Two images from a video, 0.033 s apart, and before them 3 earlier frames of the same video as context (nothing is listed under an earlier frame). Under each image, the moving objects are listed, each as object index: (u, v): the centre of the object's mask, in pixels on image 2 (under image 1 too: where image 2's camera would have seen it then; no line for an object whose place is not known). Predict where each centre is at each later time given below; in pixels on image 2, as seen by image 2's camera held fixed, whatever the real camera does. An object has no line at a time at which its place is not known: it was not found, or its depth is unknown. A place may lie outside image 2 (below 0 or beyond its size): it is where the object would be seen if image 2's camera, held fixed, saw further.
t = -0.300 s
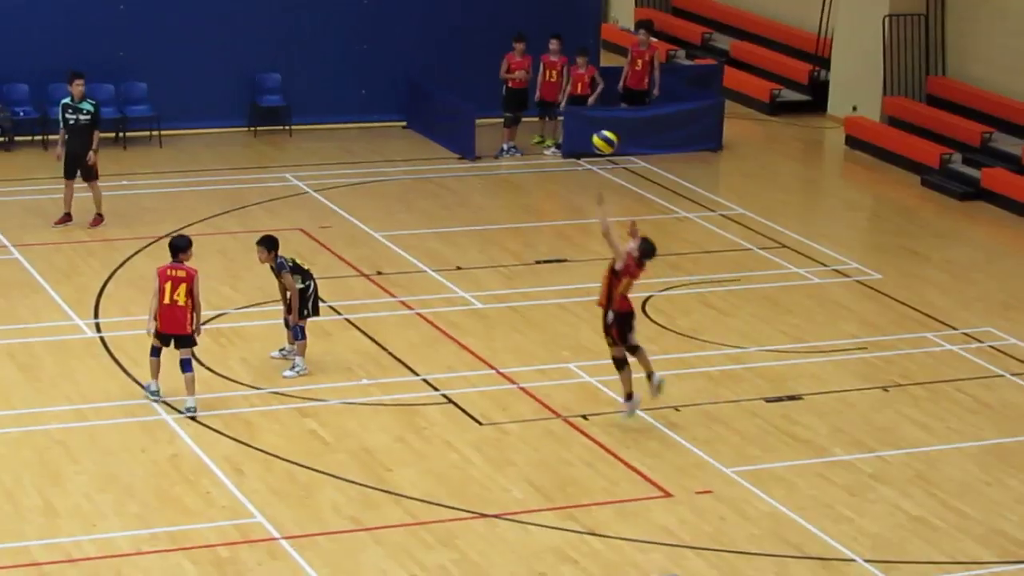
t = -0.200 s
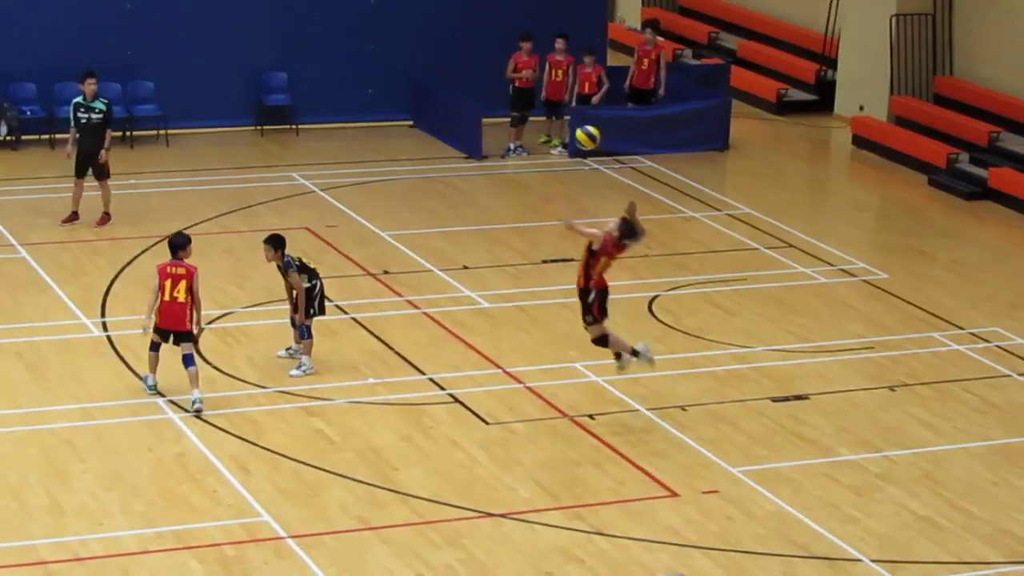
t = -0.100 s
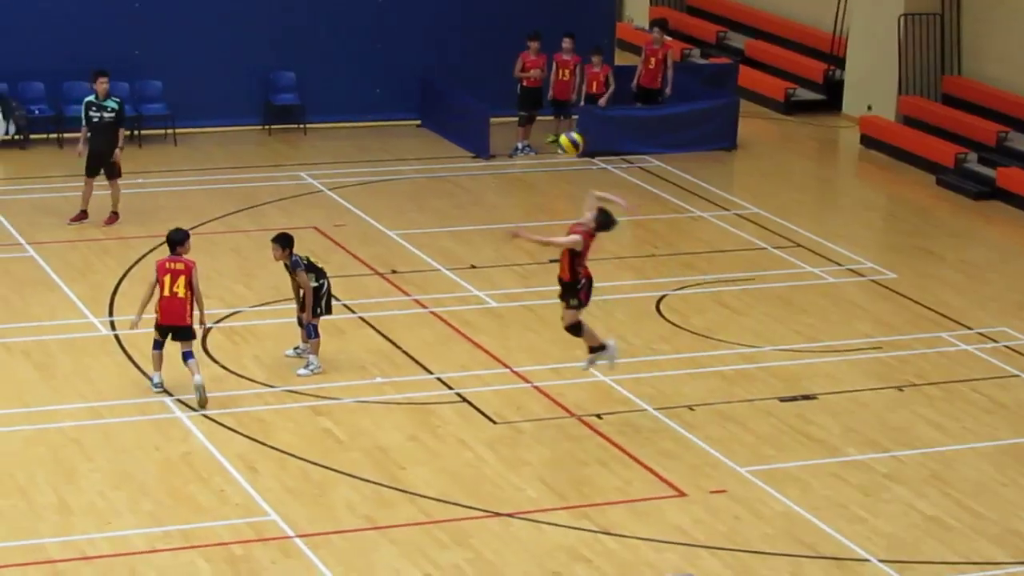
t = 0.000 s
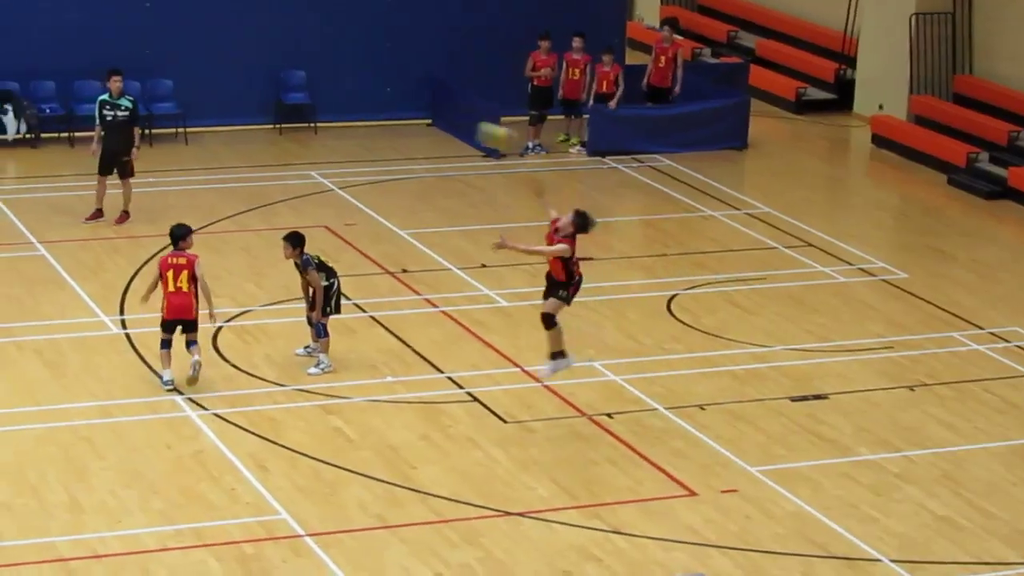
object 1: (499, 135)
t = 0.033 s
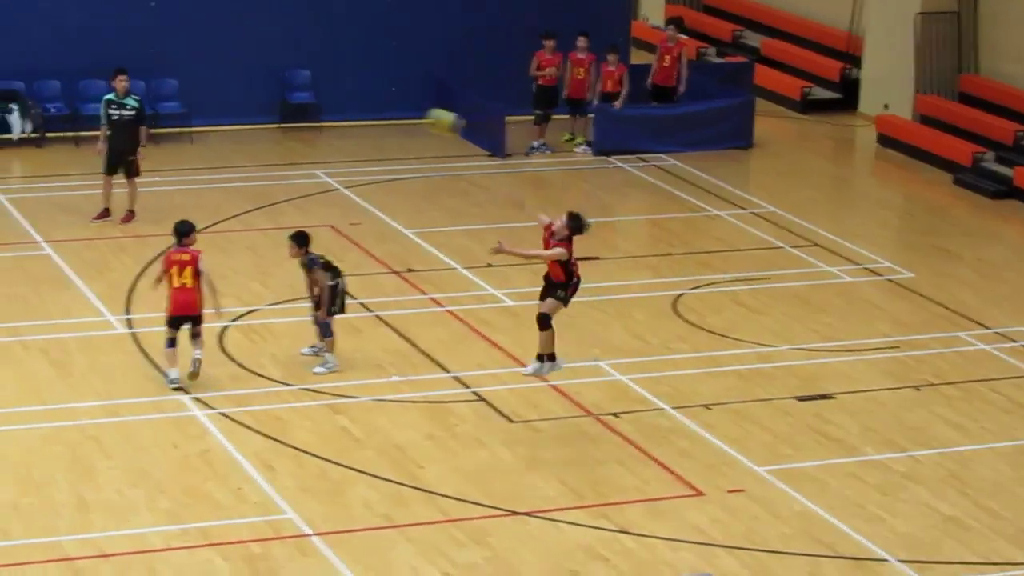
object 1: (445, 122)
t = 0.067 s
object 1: (381, 110)
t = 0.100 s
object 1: (321, 101)
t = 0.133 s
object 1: (268, 92)
